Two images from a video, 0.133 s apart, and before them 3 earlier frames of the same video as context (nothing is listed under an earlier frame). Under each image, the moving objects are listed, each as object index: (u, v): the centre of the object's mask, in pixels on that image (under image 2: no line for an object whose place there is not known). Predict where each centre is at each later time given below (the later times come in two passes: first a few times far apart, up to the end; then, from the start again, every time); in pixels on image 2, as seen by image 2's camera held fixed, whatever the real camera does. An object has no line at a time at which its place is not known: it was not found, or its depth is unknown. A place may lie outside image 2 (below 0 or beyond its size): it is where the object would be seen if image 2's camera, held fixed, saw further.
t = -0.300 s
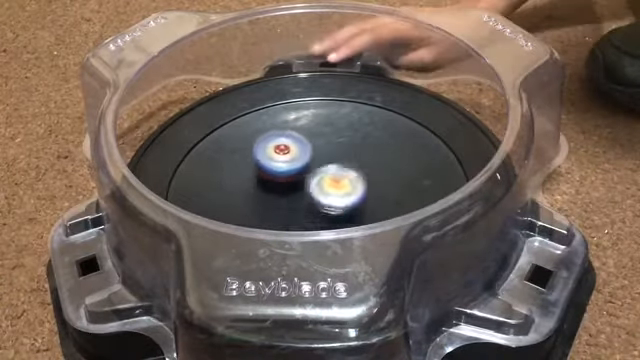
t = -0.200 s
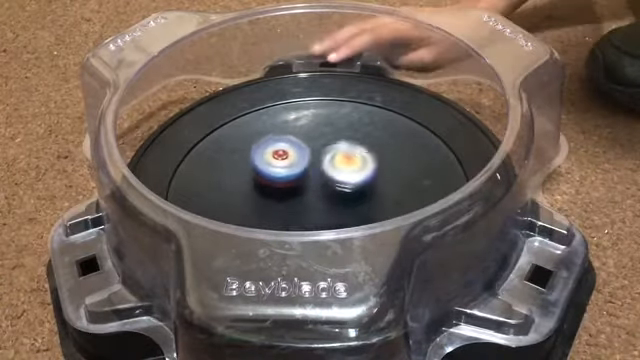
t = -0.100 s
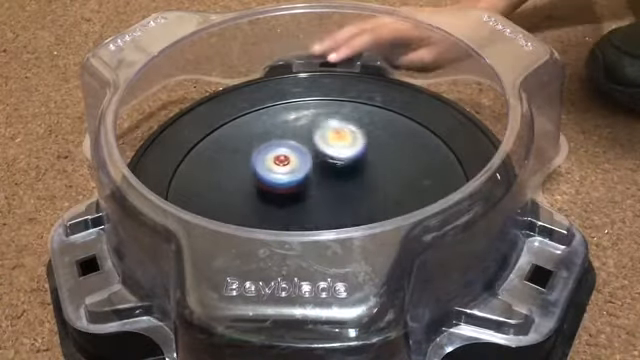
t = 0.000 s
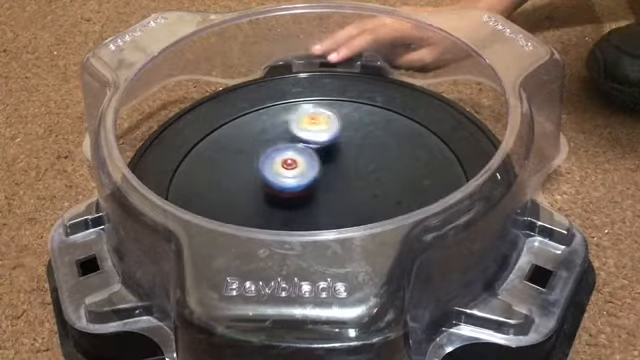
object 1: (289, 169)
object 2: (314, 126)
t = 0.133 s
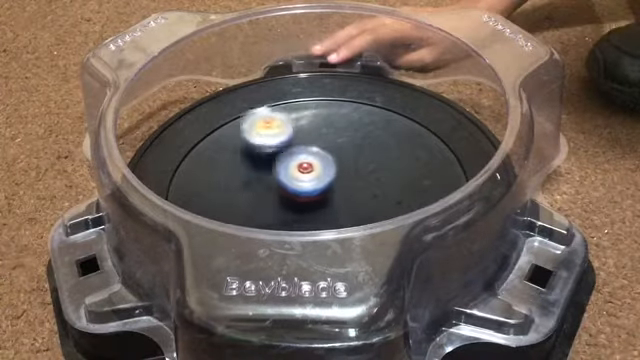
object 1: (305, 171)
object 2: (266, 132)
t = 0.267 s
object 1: (322, 173)
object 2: (224, 165)
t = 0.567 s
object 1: (344, 168)
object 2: (355, 246)
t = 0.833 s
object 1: (343, 169)
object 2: (447, 129)
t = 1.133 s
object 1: (336, 184)
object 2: (203, 129)
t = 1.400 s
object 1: (326, 197)
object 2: (365, 265)
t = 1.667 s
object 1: (321, 201)
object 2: (303, 90)
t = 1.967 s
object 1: (307, 188)
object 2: (317, 292)
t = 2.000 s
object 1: (306, 188)
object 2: (365, 292)
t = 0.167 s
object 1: (309, 172)
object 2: (255, 138)
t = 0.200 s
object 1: (313, 172)
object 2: (242, 148)
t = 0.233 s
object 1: (318, 173)
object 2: (232, 157)
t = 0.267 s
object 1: (322, 173)
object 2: (224, 165)
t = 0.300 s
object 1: (327, 173)
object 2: (220, 178)
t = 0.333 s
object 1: (330, 172)
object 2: (220, 190)
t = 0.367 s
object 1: (334, 171)
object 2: (224, 202)
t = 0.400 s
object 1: (335, 171)
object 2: (236, 217)
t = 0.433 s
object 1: (337, 170)
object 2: (251, 228)
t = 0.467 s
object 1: (340, 170)
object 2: (271, 240)
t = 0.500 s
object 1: (341, 169)
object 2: (295, 246)
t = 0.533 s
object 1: (343, 169)
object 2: (324, 248)
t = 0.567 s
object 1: (344, 168)
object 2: (355, 246)
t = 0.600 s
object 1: (345, 168)
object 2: (381, 241)
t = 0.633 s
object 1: (345, 168)
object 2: (405, 231)
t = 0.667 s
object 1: (345, 167)
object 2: (427, 215)
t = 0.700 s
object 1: (344, 167)
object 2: (443, 199)
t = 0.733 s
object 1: (344, 168)
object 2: (453, 181)
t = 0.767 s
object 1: (344, 168)
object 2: (456, 163)
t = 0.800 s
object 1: (344, 168)
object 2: (456, 145)
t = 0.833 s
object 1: (343, 169)
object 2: (447, 129)
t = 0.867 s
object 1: (342, 170)
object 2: (431, 117)
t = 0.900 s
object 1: (342, 171)
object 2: (407, 107)
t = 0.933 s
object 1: (341, 173)
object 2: (383, 99)
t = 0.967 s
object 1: (342, 175)
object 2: (355, 89)
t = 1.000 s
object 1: (341, 176)
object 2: (325, 83)
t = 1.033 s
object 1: (340, 178)
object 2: (293, 88)
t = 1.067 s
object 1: (339, 180)
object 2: (262, 98)
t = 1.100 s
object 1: (337, 182)
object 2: (231, 113)
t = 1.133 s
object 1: (336, 184)
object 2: (203, 129)
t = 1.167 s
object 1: (334, 186)
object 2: (181, 148)
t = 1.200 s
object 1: (333, 188)
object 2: (173, 167)
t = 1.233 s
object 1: (331, 189)
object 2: (174, 196)
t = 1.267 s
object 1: (330, 191)
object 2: (187, 225)
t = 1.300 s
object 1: (329, 193)
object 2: (214, 249)
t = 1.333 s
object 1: (328, 194)
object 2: (255, 266)
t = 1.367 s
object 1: (327, 195)
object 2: (314, 273)
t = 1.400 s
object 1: (326, 197)
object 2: (365, 265)
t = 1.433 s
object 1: (325, 198)
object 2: (413, 244)
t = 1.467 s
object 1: (324, 199)
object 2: (446, 212)
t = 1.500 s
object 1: (323, 199)
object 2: (459, 176)
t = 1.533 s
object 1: (323, 200)
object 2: (452, 144)
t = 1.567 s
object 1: (322, 200)
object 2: (429, 120)
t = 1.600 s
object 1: (322, 201)
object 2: (393, 100)
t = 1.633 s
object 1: (322, 201)
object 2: (349, 88)
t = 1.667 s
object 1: (321, 201)
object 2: (303, 90)
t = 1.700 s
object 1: (320, 200)
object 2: (260, 99)
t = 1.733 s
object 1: (320, 199)
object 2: (218, 111)
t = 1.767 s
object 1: (319, 198)
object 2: (186, 140)
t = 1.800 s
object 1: (317, 198)
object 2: (169, 169)
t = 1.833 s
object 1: (315, 195)
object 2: (167, 205)
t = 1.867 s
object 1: (314, 193)
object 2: (169, 244)
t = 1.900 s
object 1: (312, 192)
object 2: (203, 270)
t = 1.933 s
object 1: (309, 190)
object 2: (250, 285)
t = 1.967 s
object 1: (307, 188)
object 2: (317, 292)
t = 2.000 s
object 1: (306, 188)
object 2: (365, 292)
